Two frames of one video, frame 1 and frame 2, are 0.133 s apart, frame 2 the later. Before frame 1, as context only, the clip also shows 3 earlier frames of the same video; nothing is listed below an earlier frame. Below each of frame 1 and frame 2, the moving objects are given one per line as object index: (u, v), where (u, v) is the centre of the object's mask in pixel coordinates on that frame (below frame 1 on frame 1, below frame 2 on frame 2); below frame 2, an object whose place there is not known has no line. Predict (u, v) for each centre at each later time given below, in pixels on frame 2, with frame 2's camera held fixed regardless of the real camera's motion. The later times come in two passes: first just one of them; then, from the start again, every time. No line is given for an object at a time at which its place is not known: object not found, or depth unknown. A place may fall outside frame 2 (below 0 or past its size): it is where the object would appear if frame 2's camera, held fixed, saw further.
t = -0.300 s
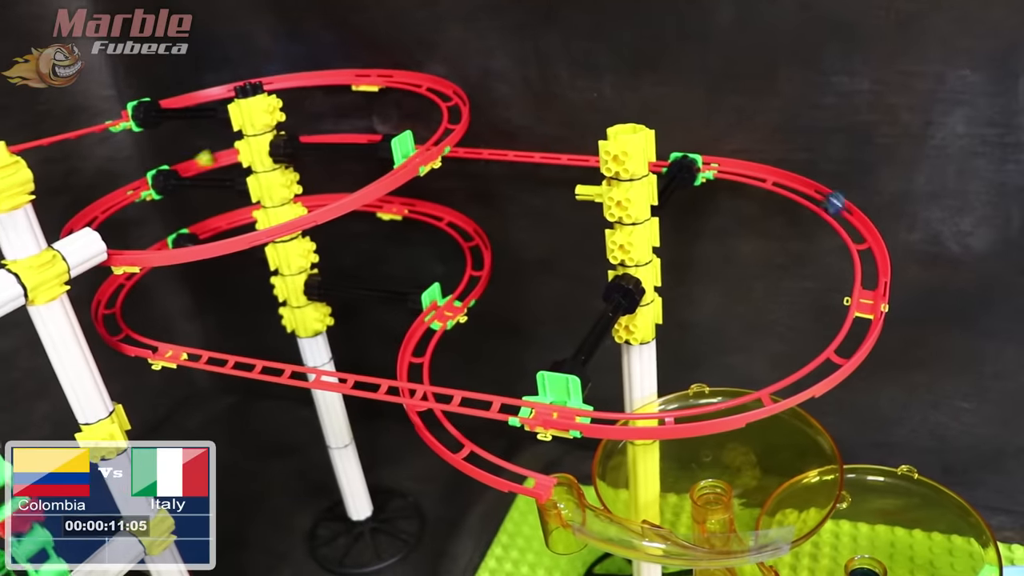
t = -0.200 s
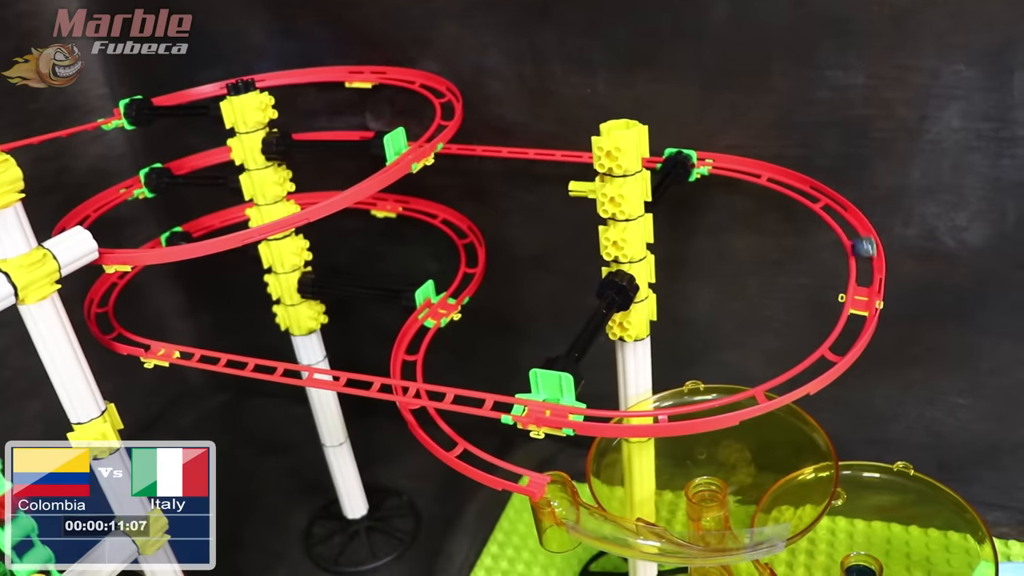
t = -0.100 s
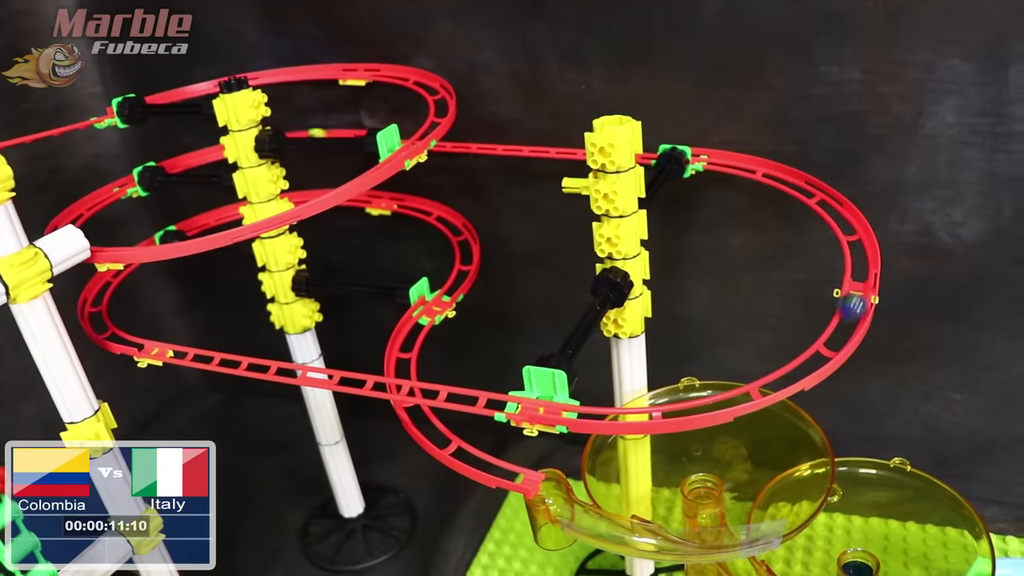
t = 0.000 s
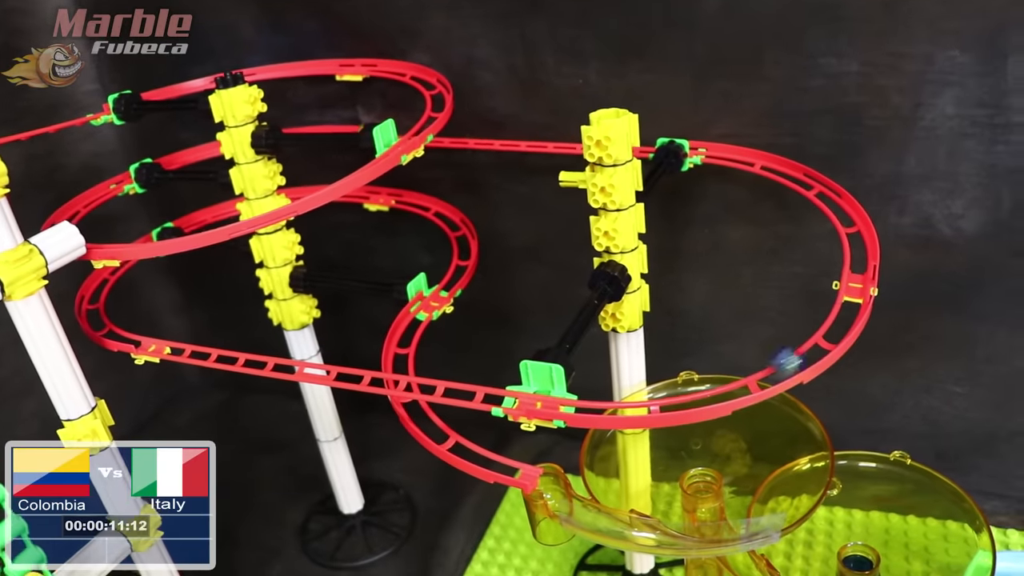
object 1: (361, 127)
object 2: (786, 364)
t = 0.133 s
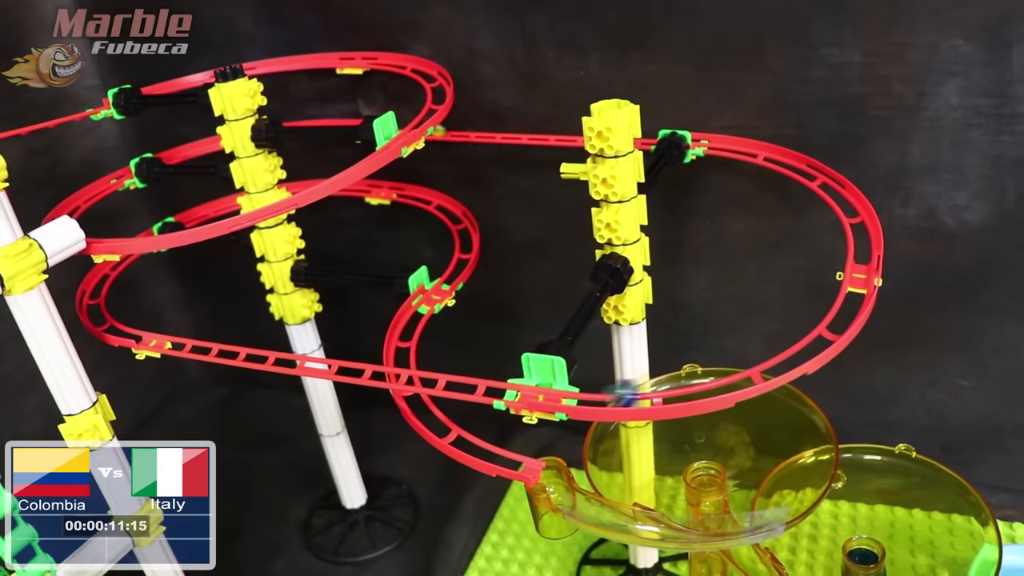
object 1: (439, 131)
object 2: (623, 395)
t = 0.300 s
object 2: (454, 375)
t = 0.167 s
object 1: (456, 127)
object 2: (587, 391)
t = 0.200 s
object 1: (474, 129)
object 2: (547, 389)
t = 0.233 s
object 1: (494, 129)
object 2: (511, 384)
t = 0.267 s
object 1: (512, 130)
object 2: (481, 381)
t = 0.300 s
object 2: (454, 375)
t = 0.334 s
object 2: (426, 372)
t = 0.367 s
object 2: (400, 369)
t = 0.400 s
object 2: (375, 366)
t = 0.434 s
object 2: (350, 361)
